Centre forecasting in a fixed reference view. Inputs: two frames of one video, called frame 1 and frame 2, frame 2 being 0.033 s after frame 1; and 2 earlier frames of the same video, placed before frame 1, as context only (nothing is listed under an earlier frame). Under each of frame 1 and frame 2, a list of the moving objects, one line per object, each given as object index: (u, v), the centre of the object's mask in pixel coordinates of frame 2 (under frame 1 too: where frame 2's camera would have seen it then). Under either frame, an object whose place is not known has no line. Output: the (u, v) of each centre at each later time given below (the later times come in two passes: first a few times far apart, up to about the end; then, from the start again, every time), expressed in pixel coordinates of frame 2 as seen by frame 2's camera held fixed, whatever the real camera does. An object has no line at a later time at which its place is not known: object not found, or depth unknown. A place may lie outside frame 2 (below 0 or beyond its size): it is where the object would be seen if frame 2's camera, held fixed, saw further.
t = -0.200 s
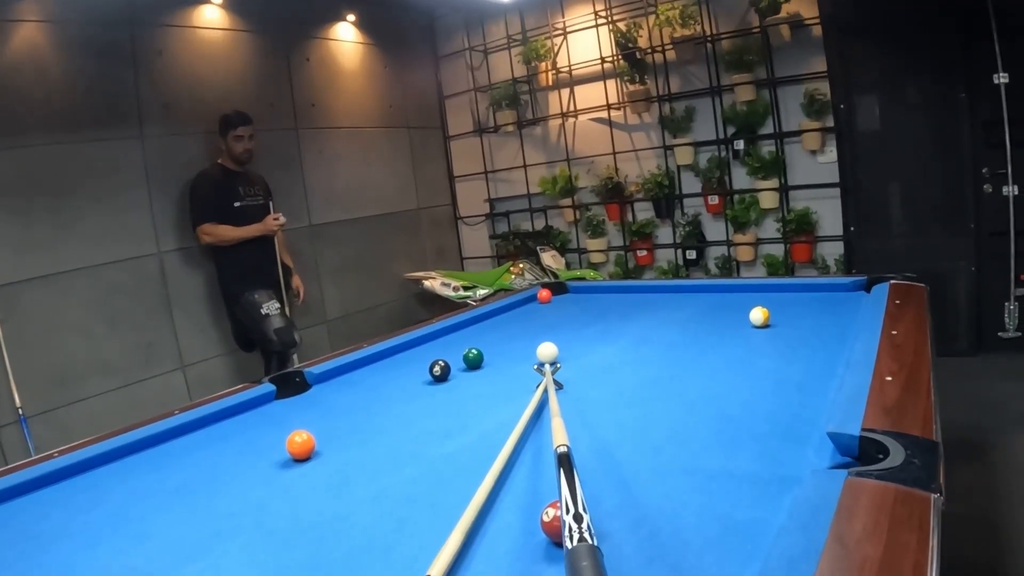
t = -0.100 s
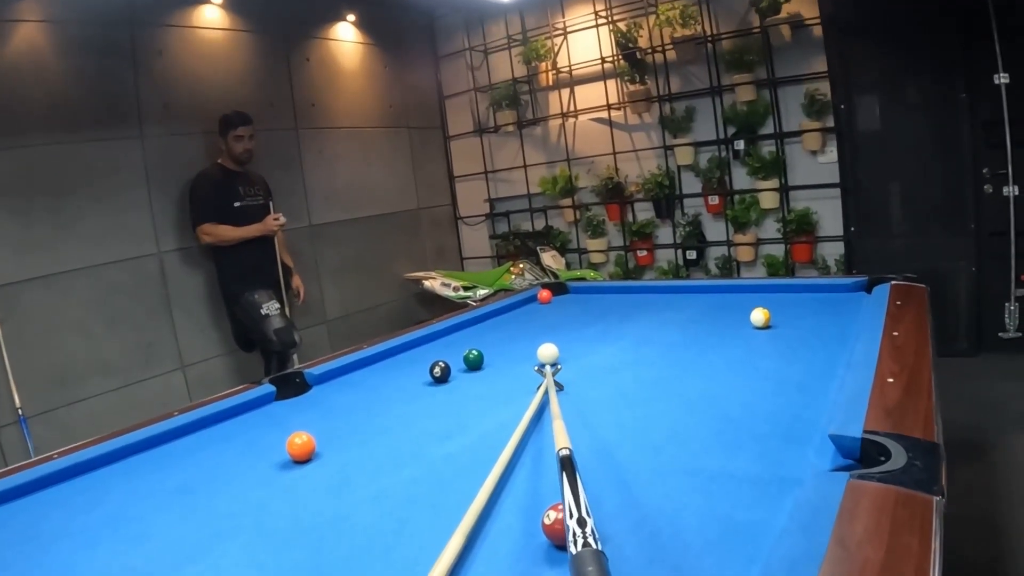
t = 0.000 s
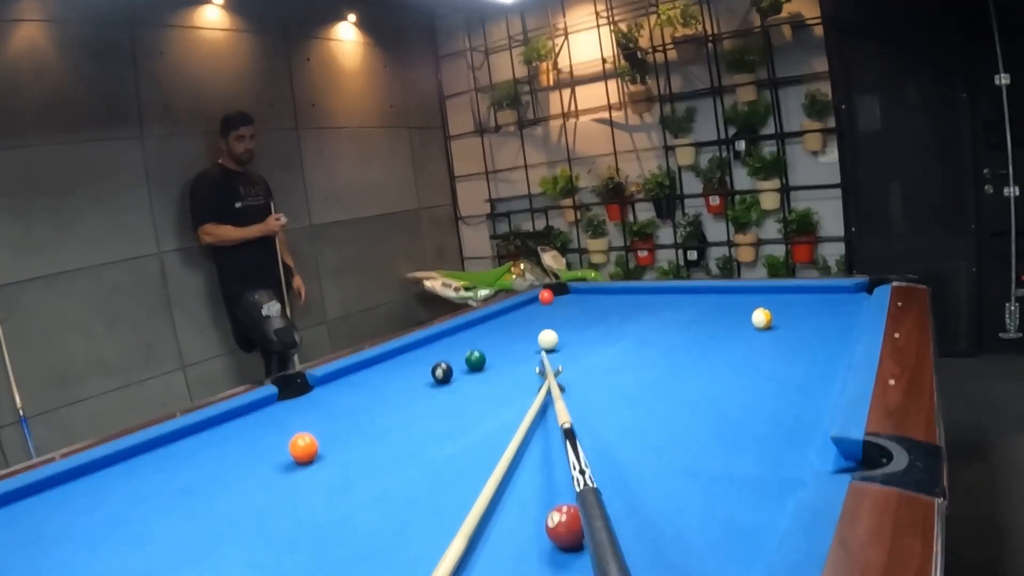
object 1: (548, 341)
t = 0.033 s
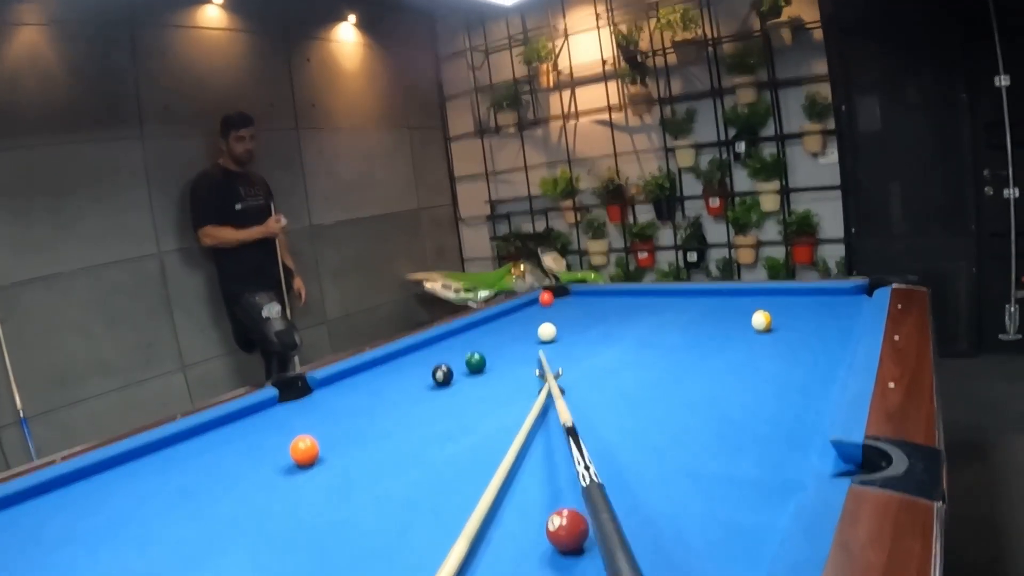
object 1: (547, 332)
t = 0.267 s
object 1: (530, 304)
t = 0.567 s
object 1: (532, 313)
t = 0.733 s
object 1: (534, 319)
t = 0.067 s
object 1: (546, 323)
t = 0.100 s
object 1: (545, 313)
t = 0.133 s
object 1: (544, 306)
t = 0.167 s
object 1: (543, 301)
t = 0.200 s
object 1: (537, 302)
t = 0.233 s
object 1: (531, 303)
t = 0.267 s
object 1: (530, 304)
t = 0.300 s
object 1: (530, 305)
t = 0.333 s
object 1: (531, 306)
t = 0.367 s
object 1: (531, 307)
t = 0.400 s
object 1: (531, 308)
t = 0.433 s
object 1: (532, 309)
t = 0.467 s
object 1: (532, 310)
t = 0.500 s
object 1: (532, 311)
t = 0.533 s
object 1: (532, 312)
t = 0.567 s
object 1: (532, 313)
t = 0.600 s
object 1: (533, 314)
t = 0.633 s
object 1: (533, 316)
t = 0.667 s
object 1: (533, 316)
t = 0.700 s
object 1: (534, 318)
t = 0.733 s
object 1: (534, 319)
